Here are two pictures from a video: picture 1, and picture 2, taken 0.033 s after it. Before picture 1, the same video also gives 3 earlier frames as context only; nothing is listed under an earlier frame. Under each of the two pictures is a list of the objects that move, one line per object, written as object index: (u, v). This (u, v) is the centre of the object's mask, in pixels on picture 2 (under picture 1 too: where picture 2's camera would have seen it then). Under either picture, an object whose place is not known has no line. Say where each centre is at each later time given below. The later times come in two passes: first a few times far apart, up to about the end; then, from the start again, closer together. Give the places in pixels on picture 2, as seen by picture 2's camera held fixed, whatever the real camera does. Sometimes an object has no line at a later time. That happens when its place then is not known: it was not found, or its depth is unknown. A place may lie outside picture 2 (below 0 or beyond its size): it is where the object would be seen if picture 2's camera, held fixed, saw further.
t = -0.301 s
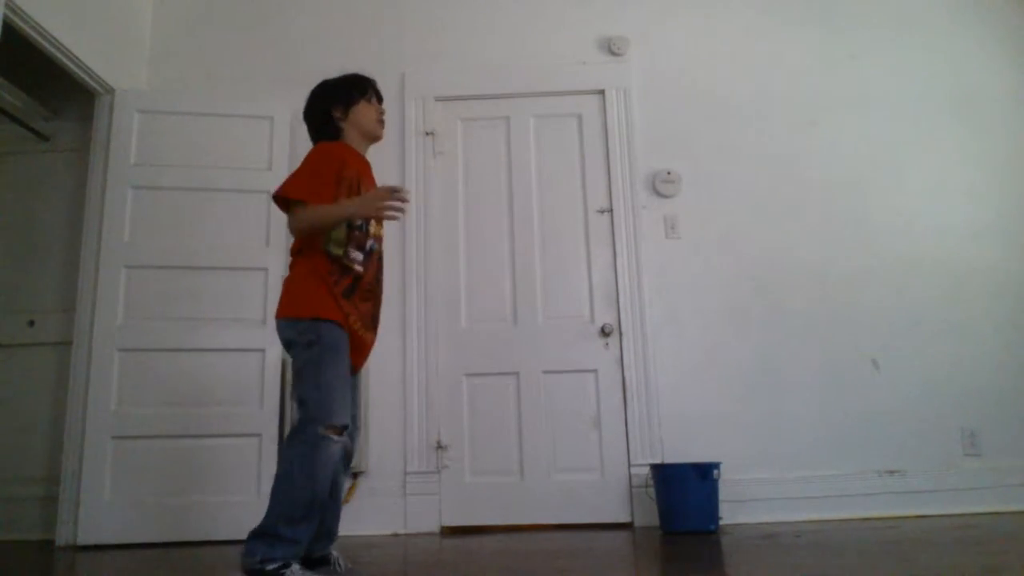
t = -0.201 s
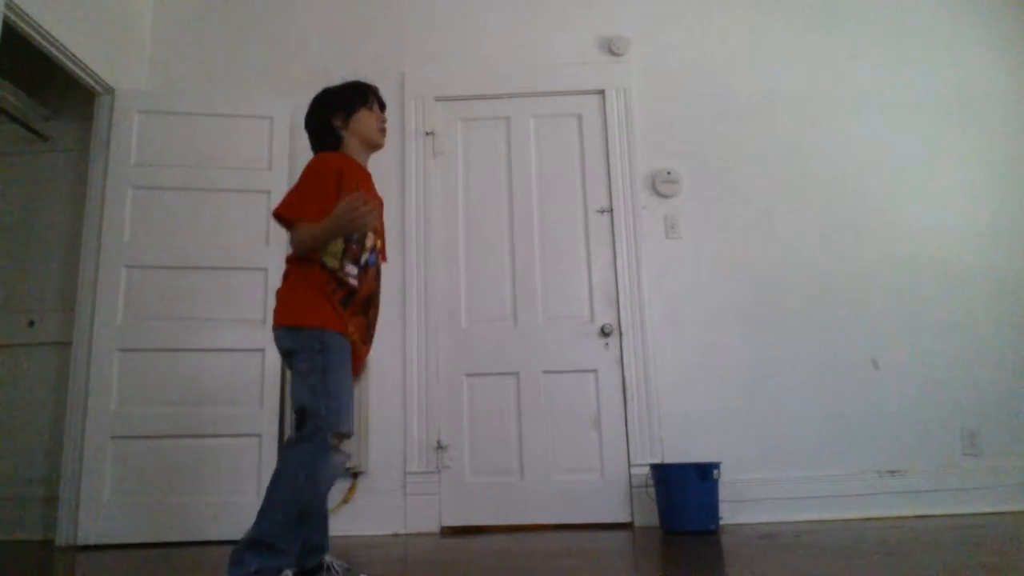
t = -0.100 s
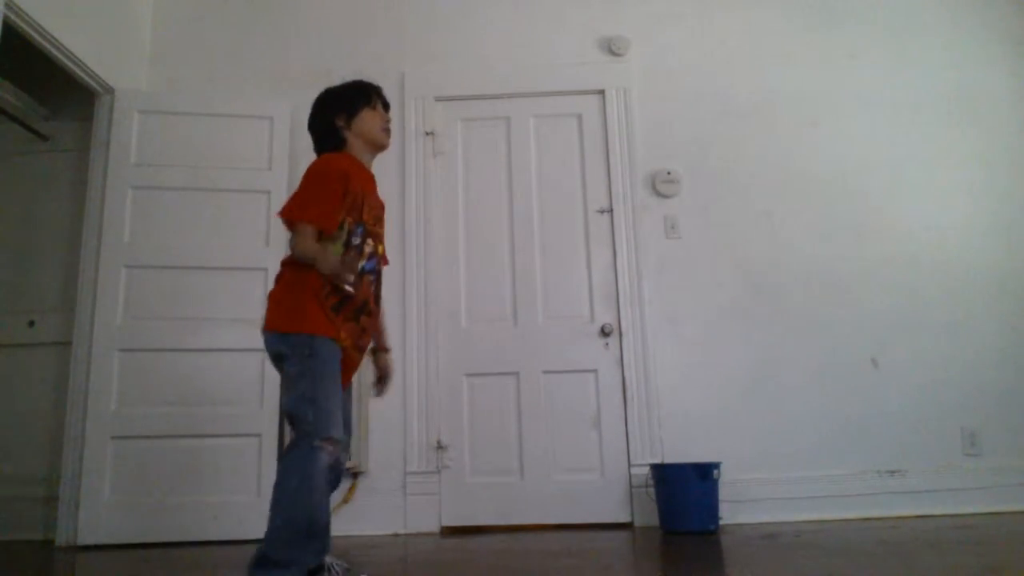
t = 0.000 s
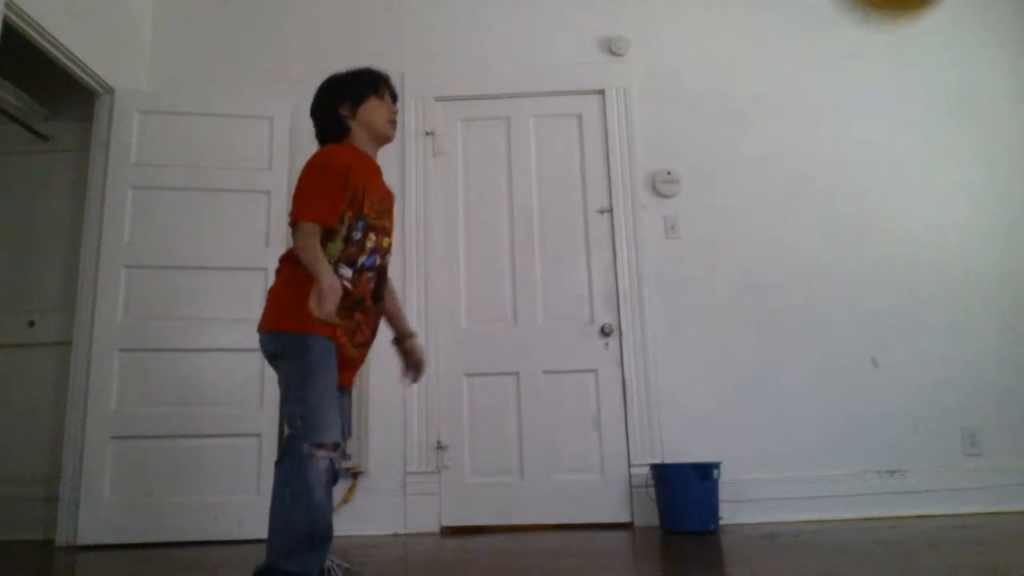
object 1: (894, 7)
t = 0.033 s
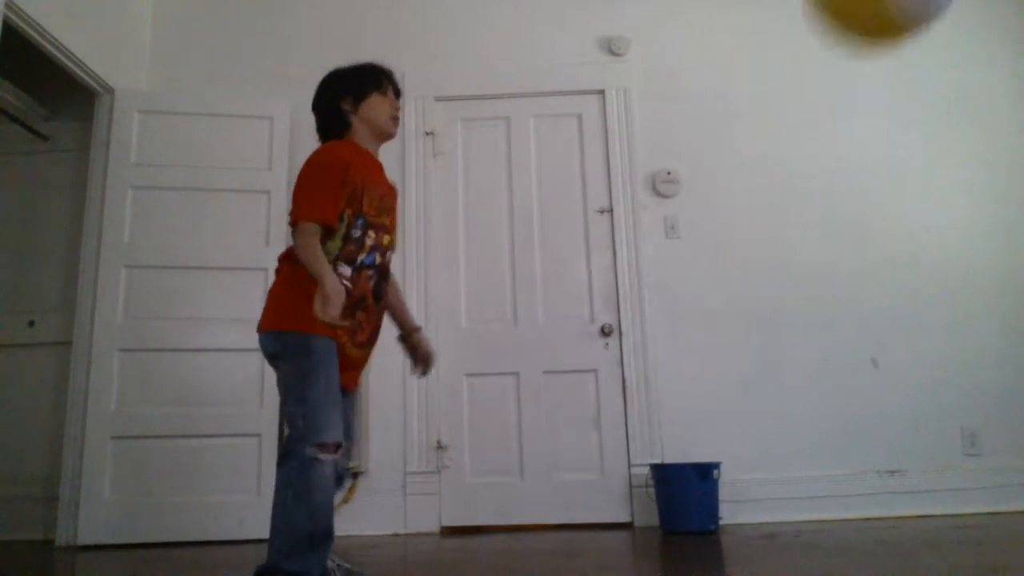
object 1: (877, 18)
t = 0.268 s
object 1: (789, 281)
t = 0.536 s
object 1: (721, 377)
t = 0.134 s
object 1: (844, 69)
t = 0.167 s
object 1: (833, 109)
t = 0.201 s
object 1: (817, 162)
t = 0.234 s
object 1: (801, 222)
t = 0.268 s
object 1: (789, 281)
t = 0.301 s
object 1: (778, 351)
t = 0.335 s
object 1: (765, 432)
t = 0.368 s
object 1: (757, 500)
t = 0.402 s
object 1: (749, 521)
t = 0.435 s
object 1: (743, 496)
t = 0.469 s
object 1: (736, 451)
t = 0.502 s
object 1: (728, 410)
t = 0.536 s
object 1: (721, 377)
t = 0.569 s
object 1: (714, 348)
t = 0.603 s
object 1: (706, 320)
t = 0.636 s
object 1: (698, 297)
